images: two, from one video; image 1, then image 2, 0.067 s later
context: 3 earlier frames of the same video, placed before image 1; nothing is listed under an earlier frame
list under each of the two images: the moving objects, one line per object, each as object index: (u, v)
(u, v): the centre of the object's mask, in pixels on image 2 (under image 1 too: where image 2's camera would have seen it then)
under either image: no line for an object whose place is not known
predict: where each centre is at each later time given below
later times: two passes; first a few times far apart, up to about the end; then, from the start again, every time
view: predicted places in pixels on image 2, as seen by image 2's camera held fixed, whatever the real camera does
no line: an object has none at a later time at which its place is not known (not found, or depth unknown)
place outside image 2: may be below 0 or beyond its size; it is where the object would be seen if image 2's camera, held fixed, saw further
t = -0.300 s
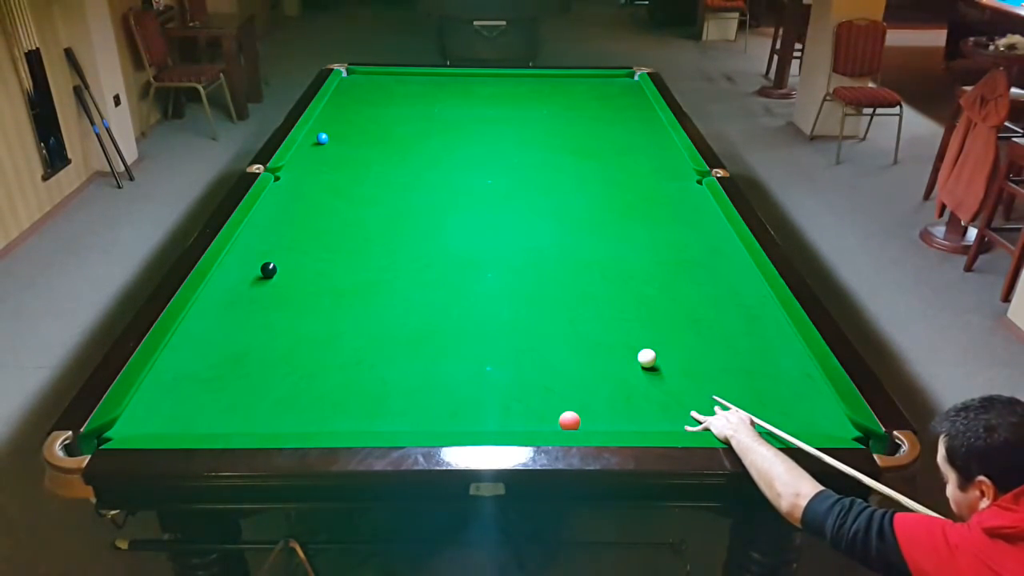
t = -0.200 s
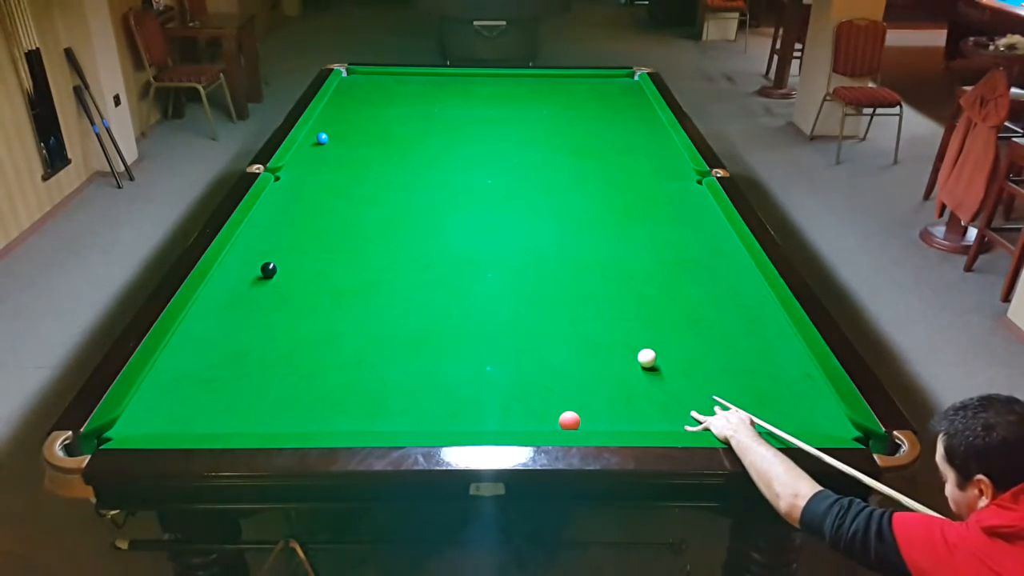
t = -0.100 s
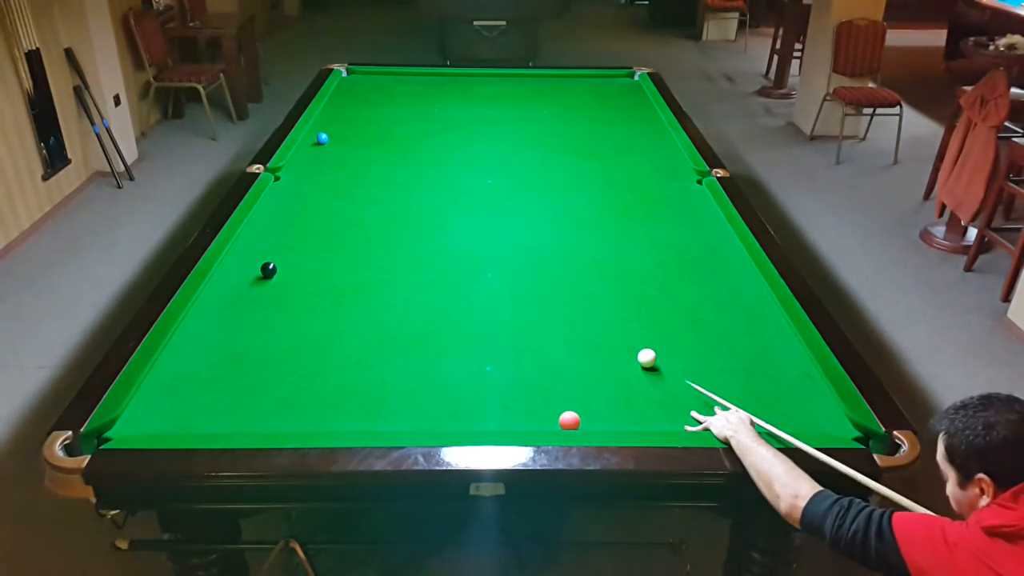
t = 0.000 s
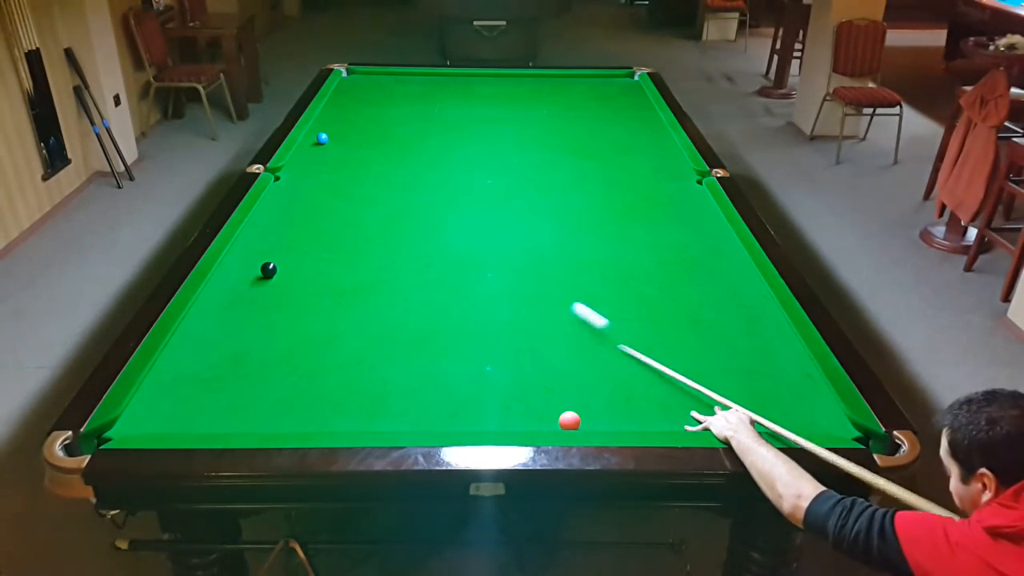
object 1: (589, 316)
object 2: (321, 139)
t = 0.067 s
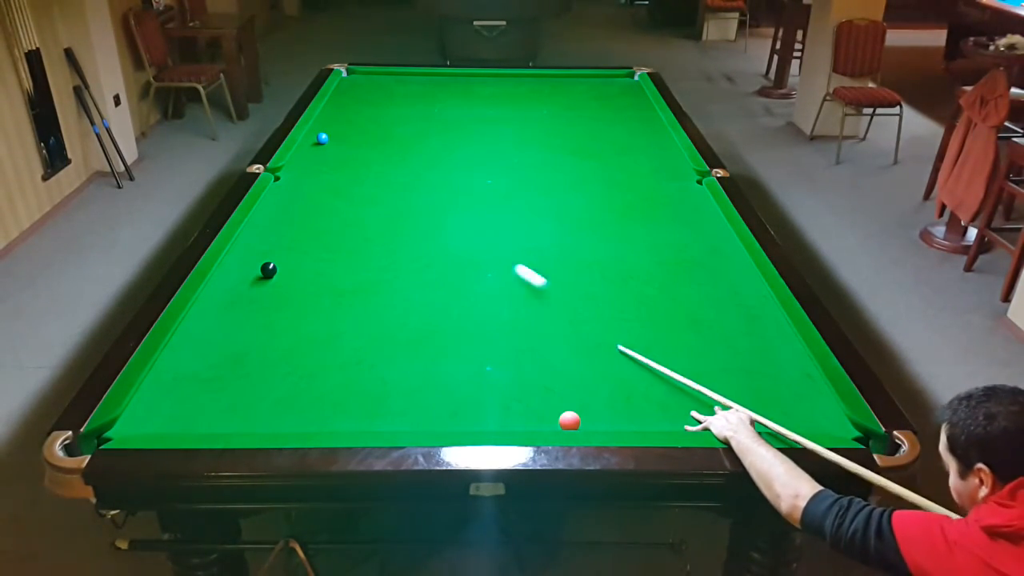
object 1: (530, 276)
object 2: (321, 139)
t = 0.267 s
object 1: (405, 192)
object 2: (321, 139)
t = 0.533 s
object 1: (336, 138)
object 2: (330, 126)
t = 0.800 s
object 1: (351, 129)
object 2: (429, 107)
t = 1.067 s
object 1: (364, 120)
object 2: (502, 93)
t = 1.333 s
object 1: (375, 112)
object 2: (565, 81)
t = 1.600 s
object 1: (385, 105)
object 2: (624, 79)
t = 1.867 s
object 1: (393, 99)
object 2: (606, 89)
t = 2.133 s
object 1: (400, 94)
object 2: (573, 98)
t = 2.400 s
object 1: (407, 89)
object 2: (538, 109)
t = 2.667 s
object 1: (412, 84)
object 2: (501, 121)
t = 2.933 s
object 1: (417, 81)
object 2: (463, 132)
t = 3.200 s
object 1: (421, 78)
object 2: (421, 145)
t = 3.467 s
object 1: (425, 74)
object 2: (378, 158)
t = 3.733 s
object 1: (427, 74)
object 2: (330, 172)
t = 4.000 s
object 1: (428, 75)
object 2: (281, 186)
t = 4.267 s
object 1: (429, 76)
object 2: (295, 195)
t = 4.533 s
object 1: (429, 77)
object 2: (314, 205)
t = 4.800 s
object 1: (430, 78)
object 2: (333, 215)
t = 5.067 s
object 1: (430, 78)
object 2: (353, 224)
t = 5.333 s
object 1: (431, 79)
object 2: (371, 232)
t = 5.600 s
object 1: (431, 79)
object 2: (389, 240)
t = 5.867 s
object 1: (431, 79)
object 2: (406, 248)
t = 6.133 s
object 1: (431, 79)
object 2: (422, 255)
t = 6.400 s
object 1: (431, 79)
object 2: (437, 262)
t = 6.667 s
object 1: (431, 79)
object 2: (451, 268)
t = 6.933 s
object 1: (431, 79)
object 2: (464, 273)
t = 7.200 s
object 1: (431, 78)
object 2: (475, 278)
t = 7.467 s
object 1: (431, 79)
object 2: (484, 282)
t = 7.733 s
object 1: (431, 79)
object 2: (492, 285)
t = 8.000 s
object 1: (431, 79)
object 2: (498, 287)
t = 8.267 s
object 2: (503, 289)
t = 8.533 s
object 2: (506, 290)
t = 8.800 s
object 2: (507, 289)
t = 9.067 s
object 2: (507, 289)
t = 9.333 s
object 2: (507, 289)
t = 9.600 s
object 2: (507, 289)
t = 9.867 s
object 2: (507, 289)
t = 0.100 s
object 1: (504, 259)
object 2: (321, 139)
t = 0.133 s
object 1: (481, 243)
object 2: (321, 139)
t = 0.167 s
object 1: (459, 229)
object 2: (321, 139)
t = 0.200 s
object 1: (440, 215)
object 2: (321, 139)
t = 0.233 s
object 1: (421, 203)
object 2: (321, 139)
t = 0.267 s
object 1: (405, 192)
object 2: (321, 139)
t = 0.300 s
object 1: (389, 181)
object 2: (321, 139)
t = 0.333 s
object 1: (374, 171)
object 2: (321, 139)
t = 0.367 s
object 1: (361, 162)
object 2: (321, 139)
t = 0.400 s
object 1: (348, 154)
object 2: (321, 139)
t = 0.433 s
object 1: (336, 146)
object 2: (321, 139)
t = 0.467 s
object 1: (329, 140)
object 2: (317, 135)
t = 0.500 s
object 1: (332, 138)
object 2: (316, 130)
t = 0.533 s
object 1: (336, 138)
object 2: (330, 126)
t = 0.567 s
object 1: (338, 137)
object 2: (345, 122)
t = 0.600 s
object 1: (341, 136)
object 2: (359, 121)
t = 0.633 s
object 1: (343, 135)
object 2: (372, 118)
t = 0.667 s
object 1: (344, 134)
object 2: (385, 116)
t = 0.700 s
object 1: (346, 132)
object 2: (396, 113)
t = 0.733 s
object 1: (348, 131)
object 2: (408, 111)
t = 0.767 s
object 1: (350, 130)
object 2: (419, 109)
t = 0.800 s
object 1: (351, 129)
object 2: (429, 107)
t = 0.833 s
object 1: (353, 128)
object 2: (440, 105)
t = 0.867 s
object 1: (355, 127)
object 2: (449, 103)
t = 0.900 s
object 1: (356, 126)
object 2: (458, 101)
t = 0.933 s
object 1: (358, 124)
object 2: (468, 99)
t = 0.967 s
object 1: (360, 123)
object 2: (477, 98)
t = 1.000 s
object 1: (361, 122)
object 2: (485, 96)
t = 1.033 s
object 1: (363, 121)
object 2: (494, 94)
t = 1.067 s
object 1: (364, 120)
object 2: (502, 93)
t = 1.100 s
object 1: (365, 119)
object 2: (511, 91)
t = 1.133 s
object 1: (367, 118)
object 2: (518, 90)
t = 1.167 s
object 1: (368, 117)
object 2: (526, 88)
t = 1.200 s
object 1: (370, 116)
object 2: (534, 86)
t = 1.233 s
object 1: (371, 115)
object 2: (542, 85)
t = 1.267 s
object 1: (372, 114)
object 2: (550, 84)
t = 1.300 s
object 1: (374, 113)
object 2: (557, 82)
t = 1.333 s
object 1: (375, 112)
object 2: (565, 81)
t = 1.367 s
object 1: (376, 111)
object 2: (572, 79)
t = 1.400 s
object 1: (377, 111)
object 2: (579, 78)
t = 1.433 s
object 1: (379, 110)
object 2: (586, 77)
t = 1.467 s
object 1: (380, 109)
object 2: (594, 75)
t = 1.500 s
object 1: (381, 108)
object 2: (601, 75)
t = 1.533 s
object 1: (382, 107)
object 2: (608, 77)
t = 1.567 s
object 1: (383, 106)
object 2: (616, 78)
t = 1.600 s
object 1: (385, 105)
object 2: (624, 79)
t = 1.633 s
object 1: (386, 105)
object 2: (632, 80)
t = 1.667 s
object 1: (387, 104)
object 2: (632, 81)
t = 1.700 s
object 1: (388, 103)
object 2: (627, 82)
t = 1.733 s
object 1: (389, 102)
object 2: (622, 84)
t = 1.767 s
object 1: (390, 102)
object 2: (618, 85)
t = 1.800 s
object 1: (391, 101)
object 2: (613, 86)
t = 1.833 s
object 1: (392, 100)
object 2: (609, 88)
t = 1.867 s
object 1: (393, 99)
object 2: (606, 89)
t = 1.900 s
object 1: (394, 99)
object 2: (602, 90)
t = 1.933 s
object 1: (395, 98)
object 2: (597, 91)
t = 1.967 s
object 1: (396, 97)
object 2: (593, 92)
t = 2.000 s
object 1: (397, 96)
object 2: (589, 94)
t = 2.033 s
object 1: (398, 96)
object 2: (585, 95)
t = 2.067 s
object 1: (399, 95)
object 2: (581, 96)
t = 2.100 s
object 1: (400, 94)
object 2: (577, 97)
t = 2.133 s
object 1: (400, 94)
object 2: (573, 98)
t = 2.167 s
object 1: (401, 93)
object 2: (568, 100)
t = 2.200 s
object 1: (402, 92)
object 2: (564, 101)
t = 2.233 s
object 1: (403, 92)
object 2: (560, 103)
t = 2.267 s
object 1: (403, 91)
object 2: (556, 104)
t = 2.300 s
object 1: (404, 91)
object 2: (551, 105)
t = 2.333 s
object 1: (405, 90)
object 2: (547, 107)
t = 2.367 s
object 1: (406, 89)
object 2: (543, 108)
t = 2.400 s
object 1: (407, 89)
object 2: (538, 109)
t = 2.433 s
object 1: (407, 88)
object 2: (534, 111)
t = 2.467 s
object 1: (408, 88)
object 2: (529, 112)
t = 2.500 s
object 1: (409, 87)
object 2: (524, 114)
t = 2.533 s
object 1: (410, 87)
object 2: (520, 115)
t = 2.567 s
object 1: (410, 86)
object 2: (516, 116)
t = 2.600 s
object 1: (411, 86)
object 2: (511, 118)
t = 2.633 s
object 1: (411, 85)
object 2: (506, 119)
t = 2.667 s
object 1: (412, 84)
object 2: (501, 121)
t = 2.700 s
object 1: (413, 84)
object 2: (497, 122)
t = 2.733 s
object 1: (413, 84)
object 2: (492, 124)
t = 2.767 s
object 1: (414, 83)
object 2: (487, 125)
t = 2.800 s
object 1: (415, 83)
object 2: (483, 126)
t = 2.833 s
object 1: (415, 82)
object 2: (478, 128)
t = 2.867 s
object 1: (416, 82)
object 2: (473, 129)
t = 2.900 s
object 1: (416, 81)
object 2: (468, 131)
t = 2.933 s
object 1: (417, 81)
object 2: (463, 132)
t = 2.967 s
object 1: (417, 80)
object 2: (458, 134)
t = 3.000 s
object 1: (418, 80)
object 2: (453, 135)
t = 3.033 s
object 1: (418, 79)
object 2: (448, 137)
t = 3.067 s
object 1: (419, 79)
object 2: (442, 138)
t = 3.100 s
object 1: (420, 79)
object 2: (437, 140)
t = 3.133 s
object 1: (420, 78)
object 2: (432, 141)
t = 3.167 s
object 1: (421, 78)
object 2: (427, 143)
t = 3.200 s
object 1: (421, 78)
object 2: (421, 145)
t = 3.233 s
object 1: (422, 77)
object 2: (416, 147)
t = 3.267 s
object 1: (422, 77)
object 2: (411, 148)
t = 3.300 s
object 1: (423, 76)
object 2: (405, 149)
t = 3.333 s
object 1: (423, 76)
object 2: (400, 151)
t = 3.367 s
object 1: (424, 75)
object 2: (394, 153)
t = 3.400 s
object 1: (424, 75)
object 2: (389, 155)
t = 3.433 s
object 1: (424, 75)
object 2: (383, 156)
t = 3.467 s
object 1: (425, 74)
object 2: (378, 158)
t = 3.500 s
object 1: (425, 74)
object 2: (372, 160)
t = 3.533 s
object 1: (426, 74)
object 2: (366, 161)
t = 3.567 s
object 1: (426, 73)
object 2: (360, 163)
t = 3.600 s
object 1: (427, 73)
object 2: (354, 165)
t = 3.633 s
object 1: (427, 73)
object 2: (349, 166)
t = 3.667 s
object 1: (427, 73)
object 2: (342, 168)
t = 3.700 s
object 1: (427, 73)
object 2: (337, 170)
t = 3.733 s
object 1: (427, 74)
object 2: (330, 172)
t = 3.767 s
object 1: (427, 74)
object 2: (324, 173)
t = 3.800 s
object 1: (427, 74)
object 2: (318, 175)
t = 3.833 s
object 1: (427, 74)
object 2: (312, 177)
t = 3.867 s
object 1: (428, 74)
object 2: (306, 178)
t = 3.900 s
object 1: (428, 75)
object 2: (300, 180)
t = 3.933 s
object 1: (428, 75)
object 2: (293, 182)
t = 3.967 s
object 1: (428, 75)
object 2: (287, 184)
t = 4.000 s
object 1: (428, 75)
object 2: (281, 186)
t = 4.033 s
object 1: (428, 75)
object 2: (277, 187)
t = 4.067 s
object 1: (428, 76)
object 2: (280, 188)
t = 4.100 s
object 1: (428, 76)
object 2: (282, 190)
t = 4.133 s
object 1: (428, 76)
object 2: (285, 191)
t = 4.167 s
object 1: (428, 76)
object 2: (287, 192)
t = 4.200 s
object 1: (428, 76)
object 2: (290, 193)
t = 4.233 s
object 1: (429, 76)
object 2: (292, 194)
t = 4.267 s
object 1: (429, 76)
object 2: (295, 195)
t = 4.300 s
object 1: (429, 76)
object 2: (297, 197)
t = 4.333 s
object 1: (429, 77)
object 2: (299, 198)
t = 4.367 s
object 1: (429, 77)
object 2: (302, 199)
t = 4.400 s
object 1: (429, 77)
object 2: (304, 200)
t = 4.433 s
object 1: (429, 77)
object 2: (307, 201)
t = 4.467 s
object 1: (429, 77)
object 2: (309, 203)
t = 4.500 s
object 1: (429, 77)
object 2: (312, 204)
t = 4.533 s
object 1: (429, 77)
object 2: (314, 205)
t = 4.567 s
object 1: (429, 77)
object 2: (317, 206)
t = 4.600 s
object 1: (429, 78)
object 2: (319, 208)
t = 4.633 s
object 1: (429, 78)
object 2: (321, 208)
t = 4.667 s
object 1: (429, 78)
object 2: (324, 210)
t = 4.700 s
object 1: (429, 78)
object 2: (326, 211)
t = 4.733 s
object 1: (429, 78)
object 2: (329, 212)
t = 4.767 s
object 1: (430, 78)
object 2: (331, 213)
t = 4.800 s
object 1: (430, 78)
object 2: (333, 215)
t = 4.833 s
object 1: (430, 78)
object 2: (336, 216)
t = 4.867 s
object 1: (430, 78)
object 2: (338, 217)
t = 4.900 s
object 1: (430, 78)
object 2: (340, 218)
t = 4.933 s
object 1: (430, 78)
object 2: (343, 219)
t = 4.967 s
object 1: (430, 78)
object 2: (345, 220)
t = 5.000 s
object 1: (430, 78)
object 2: (348, 221)
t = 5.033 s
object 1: (430, 78)
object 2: (350, 222)
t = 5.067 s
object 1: (430, 78)
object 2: (353, 224)
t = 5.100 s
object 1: (430, 79)
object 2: (355, 224)
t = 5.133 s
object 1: (430, 79)
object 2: (357, 226)
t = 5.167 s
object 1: (430, 79)
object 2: (359, 227)
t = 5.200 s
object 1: (430, 79)
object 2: (362, 228)
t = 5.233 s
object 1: (430, 79)
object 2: (364, 229)
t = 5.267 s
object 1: (430, 79)
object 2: (366, 230)
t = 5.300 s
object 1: (431, 78)
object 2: (369, 231)
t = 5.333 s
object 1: (431, 79)
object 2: (371, 232)
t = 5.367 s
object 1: (431, 79)
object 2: (373, 233)
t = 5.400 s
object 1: (431, 79)
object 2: (375, 234)
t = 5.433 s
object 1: (431, 78)
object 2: (378, 235)
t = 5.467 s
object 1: (431, 78)
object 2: (380, 236)
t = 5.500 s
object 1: (431, 79)
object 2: (382, 237)
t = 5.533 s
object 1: (431, 79)
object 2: (384, 238)
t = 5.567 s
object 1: (431, 79)
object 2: (387, 239)
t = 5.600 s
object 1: (431, 79)
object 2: (389, 240)
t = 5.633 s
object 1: (431, 78)
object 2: (391, 241)
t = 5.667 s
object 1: (431, 79)
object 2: (393, 242)
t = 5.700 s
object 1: (431, 79)
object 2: (395, 243)
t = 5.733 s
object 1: (431, 79)
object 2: (398, 244)
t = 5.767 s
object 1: (431, 79)
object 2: (400, 245)
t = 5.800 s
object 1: (431, 78)
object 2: (402, 246)
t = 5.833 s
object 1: (431, 78)
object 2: (404, 247)
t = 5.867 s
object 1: (431, 79)
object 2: (406, 248)
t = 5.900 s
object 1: (431, 79)
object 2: (408, 249)
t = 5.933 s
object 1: (431, 79)
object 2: (410, 250)
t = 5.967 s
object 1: (431, 79)
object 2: (412, 251)
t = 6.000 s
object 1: (431, 79)
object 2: (414, 252)
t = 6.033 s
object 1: (431, 79)
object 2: (416, 252)
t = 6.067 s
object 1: (431, 79)
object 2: (418, 253)
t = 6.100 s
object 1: (431, 79)
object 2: (420, 254)
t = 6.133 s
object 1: (431, 79)
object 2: (422, 255)
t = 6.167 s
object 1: (431, 78)
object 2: (424, 256)
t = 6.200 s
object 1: (431, 79)
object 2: (426, 257)
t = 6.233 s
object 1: (431, 78)
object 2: (428, 258)
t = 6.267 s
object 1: (431, 79)
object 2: (430, 259)
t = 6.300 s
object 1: (431, 79)
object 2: (432, 259)
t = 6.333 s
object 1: (431, 79)
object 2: (434, 260)
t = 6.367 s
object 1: (431, 79)
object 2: (436, 261)
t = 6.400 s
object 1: (431, 79)
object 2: (437, 262)
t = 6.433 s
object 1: (431, 79)
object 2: (439, 262)
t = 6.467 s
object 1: (431, 79)
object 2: (441, 263)
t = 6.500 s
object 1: (431, 79)
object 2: (443, 264)
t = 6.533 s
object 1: (431, 78)
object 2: (445, 265)
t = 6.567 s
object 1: (431, 79)
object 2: (446, 266)
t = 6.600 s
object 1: (431, 79)
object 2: (448, 266)
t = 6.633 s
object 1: (431, 79)
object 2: (450, 267)
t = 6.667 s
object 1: (431, 79)
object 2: (451, 268)
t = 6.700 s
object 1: (431, 78)
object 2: (453, 268)
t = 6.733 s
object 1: (431, 78)
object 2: (455, 269)
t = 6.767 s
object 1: (431, 78)
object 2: (456, 270)
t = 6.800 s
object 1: (431, 78)
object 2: (458, 270)
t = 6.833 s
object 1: (431, 78)
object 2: (460, 271)
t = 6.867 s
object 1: (431, 79)
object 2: (461, 272)
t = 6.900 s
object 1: (431, 79)
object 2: (463, 272)
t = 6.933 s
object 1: (431, 79)
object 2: (464, 273)
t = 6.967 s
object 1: (431, 79)
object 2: (465, 274)
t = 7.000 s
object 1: (431, 78)
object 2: (467, 274)
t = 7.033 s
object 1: (431, 78)
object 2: (468, 275)
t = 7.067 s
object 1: (431, 79)
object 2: (469, 276)
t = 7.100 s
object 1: (431, 78)
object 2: (471, 276)
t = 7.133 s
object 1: (431, 78)
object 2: (472, 277)
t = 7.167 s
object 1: (431, 79)
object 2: (474, 277)
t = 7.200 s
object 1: (431, 78)
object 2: (475, 278)
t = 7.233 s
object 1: (431, 79)
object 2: (476, 278)
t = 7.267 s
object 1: (431, 79)
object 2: (477, 279)
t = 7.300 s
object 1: (431, 79)
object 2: (478, 279)
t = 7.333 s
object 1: (431, 78)
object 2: (480, 280)
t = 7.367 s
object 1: (431, 79)
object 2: (481, 280)
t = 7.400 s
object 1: (431, 78)
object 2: (482, 281)
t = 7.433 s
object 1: (431, 79)
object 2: (483, 281)
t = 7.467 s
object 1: (431, 79)
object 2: (484, 282)
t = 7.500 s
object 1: (431, 79)
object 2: (485, 282)
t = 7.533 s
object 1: (431, 78)
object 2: (486, 282)
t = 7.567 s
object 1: (431, 79)
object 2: (487, 283)
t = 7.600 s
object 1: (431, 79)
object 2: (488, 283)
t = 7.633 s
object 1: (431, 79)
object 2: (489, 284)
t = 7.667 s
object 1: (431, 79)
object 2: (490, 284)
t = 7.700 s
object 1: (431, 79)
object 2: (491, 285)
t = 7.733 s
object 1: (431, 79)
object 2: (492, 285)
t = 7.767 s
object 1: (431, 79)
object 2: (493, 285)
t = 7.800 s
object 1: (431, 79)
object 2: (494, 286)
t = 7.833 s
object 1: (431, 79)
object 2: (494, 286)
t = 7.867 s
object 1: (431, 79)
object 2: (495, 286)
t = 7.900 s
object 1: (431, 78)
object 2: (496, 287)
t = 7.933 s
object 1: (431, 79)
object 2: (497, 287)
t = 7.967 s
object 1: (431, 79)
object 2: (497, 287)
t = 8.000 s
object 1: (431, 79)
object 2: (498, 287)
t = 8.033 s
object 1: (431, 79)
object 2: (499, 287)
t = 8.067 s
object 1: (431, 79)
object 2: (499, 288)
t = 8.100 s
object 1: (431, 79)
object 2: (500, 288)
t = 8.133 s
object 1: (431, 79)
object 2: (501, 288)
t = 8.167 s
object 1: (431, 78)
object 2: (502, 288)
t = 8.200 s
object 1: (431, 78)
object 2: (502, 288)
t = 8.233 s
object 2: (502, 289)
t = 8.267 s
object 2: (503, 289)
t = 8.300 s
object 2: (503, 289)
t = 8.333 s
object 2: (504, 289)
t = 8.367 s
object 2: (504, 289)
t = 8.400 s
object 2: (505, 289)
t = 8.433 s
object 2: (505, 289)
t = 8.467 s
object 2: (506, 289)
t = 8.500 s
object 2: (506, 289)
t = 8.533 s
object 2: (506, 290)
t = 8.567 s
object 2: (507, 289)
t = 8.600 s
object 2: (507, 289)
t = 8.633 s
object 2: (507, 289)
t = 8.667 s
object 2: (507, 289)
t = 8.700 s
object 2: (507, 289)
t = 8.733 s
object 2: (507, 289)
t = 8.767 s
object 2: (507, 289)
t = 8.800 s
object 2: (507, 289)
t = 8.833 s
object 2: (507, 289)
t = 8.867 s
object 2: (507, 289)
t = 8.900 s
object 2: (507, 289)
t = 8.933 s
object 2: (507, 289)
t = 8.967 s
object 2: (507, 289)
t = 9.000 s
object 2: (507, 289)
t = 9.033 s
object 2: (507, 289)
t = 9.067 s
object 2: (507, 289)
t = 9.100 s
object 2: (507, 289)
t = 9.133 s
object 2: (507, 289)
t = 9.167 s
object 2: (507, 289)
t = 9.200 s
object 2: (507, 289)
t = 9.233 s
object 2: (507, 289)
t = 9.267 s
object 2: (507, 289)
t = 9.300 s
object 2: (507, 289)
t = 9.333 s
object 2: (507, 289)
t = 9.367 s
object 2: (507, 289)
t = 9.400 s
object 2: (507, 289)
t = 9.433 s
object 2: (507, 289)
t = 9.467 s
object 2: (507, 289)
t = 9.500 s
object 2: (507, 289)
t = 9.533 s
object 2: (507, 289)
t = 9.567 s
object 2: (507, 289)
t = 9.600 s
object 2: (507, 289)
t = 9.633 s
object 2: (507, 289)
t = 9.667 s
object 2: (507, 289)
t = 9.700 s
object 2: (507, 289)
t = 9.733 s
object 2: (507, 289)
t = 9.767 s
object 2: (507, 289)
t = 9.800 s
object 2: (507, 289)
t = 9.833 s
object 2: (507, 289)
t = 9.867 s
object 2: (507, 289)
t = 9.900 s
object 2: (507, 289)
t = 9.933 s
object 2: (507, 289)
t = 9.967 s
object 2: (507, 289)
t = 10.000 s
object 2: (507, 289)
